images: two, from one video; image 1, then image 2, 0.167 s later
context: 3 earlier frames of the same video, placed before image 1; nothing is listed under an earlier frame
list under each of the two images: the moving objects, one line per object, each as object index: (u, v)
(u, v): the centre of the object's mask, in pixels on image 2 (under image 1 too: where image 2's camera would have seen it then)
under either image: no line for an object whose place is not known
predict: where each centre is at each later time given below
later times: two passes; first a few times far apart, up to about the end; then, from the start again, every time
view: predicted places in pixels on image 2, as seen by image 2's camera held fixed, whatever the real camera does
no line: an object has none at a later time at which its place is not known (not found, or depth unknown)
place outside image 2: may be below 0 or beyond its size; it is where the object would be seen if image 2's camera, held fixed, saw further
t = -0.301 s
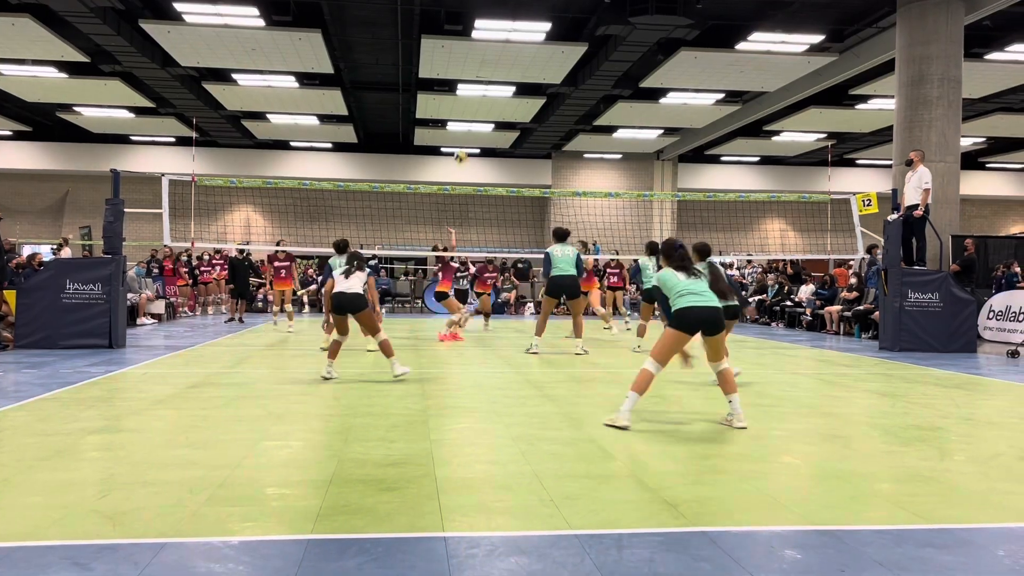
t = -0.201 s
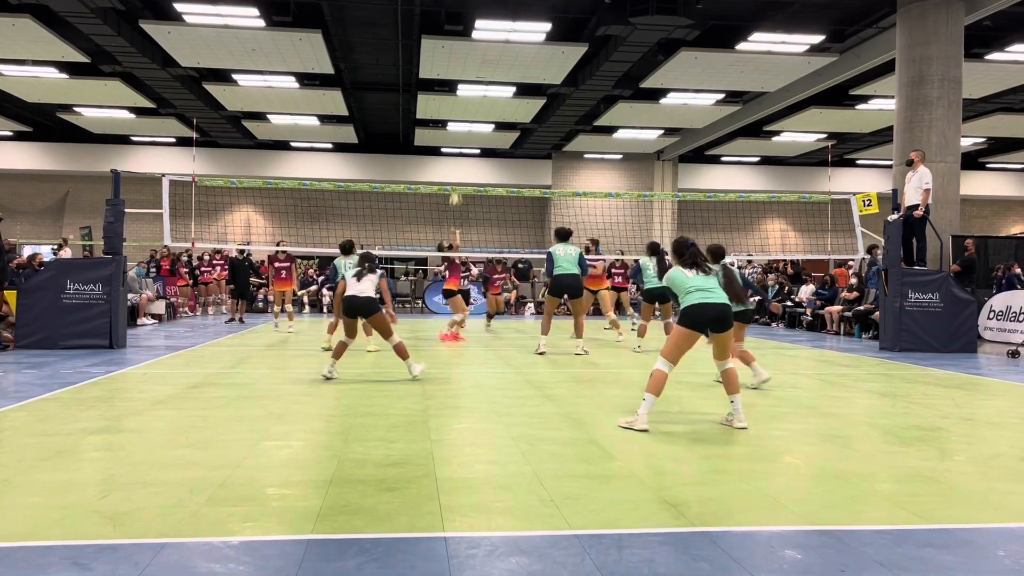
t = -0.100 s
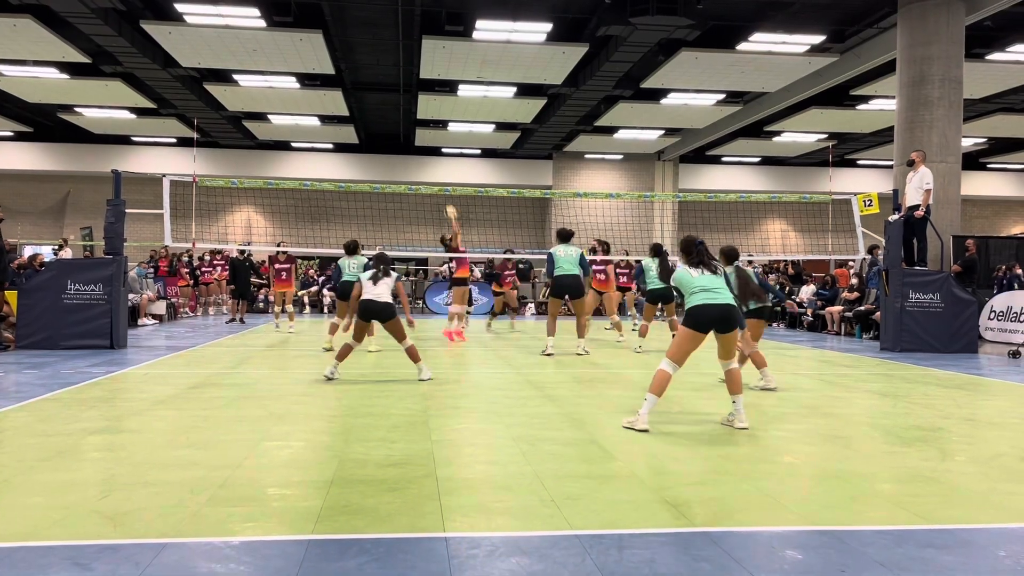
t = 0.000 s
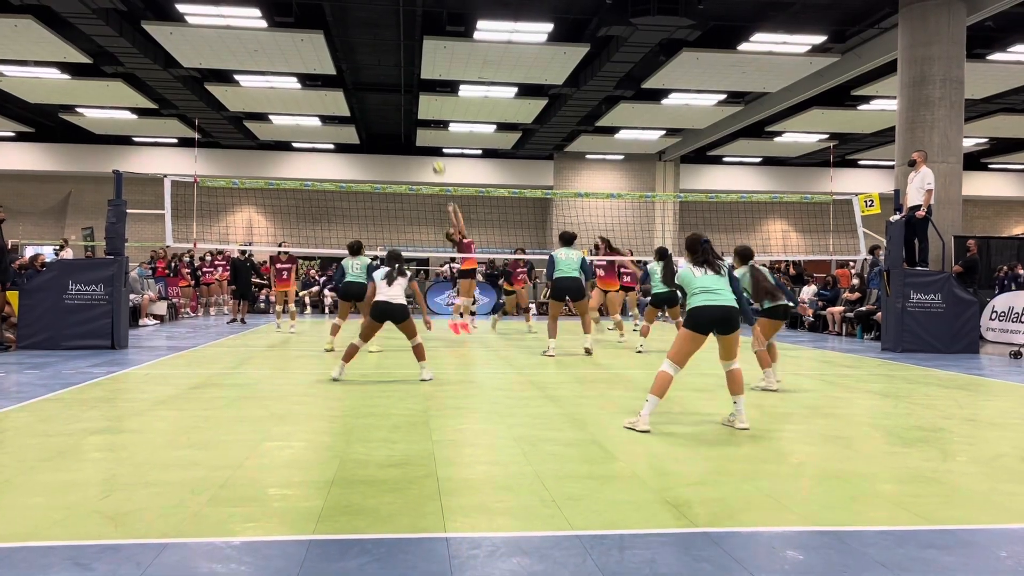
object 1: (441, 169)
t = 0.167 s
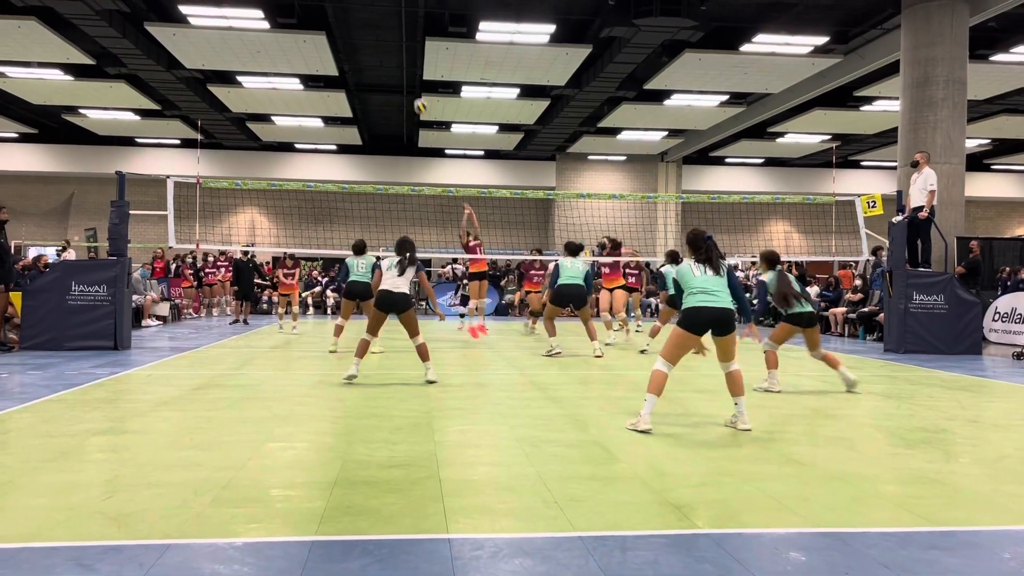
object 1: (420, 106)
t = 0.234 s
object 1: (413, 87)
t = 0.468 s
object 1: (386, 41)
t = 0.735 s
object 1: (355, 31)
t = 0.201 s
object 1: (416, 96)
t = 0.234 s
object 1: (413, 87)
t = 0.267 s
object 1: (409, 78)
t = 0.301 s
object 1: (405, 71)
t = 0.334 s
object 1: (402, 63)
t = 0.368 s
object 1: (398, 57)
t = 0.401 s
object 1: (394, 51)
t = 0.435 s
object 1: (390, 46)
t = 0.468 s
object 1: (386, 41)
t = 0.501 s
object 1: (382, 38)
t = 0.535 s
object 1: (378, 35)
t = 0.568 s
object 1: (375, 32)
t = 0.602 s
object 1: (371, 31)
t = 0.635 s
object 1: (367, 30)
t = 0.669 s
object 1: (363, 30)
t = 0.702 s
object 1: (359, 30)
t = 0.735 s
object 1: (355, 31)
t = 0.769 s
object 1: (351, 33)
